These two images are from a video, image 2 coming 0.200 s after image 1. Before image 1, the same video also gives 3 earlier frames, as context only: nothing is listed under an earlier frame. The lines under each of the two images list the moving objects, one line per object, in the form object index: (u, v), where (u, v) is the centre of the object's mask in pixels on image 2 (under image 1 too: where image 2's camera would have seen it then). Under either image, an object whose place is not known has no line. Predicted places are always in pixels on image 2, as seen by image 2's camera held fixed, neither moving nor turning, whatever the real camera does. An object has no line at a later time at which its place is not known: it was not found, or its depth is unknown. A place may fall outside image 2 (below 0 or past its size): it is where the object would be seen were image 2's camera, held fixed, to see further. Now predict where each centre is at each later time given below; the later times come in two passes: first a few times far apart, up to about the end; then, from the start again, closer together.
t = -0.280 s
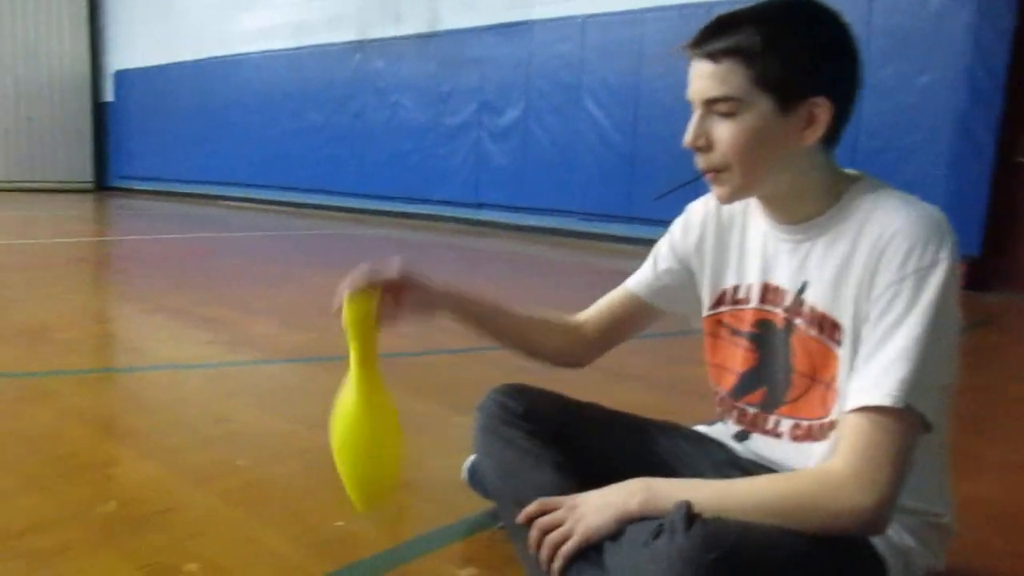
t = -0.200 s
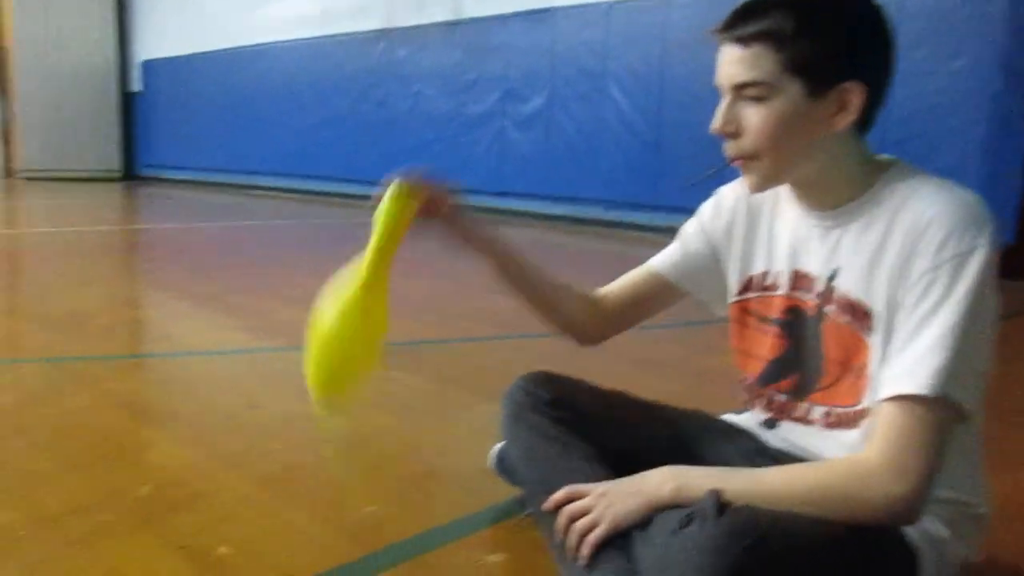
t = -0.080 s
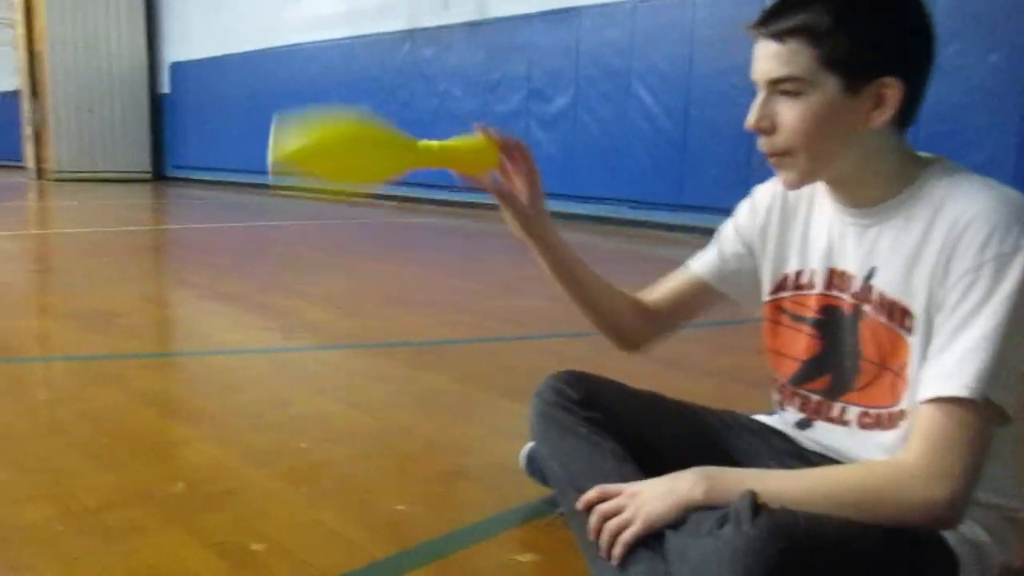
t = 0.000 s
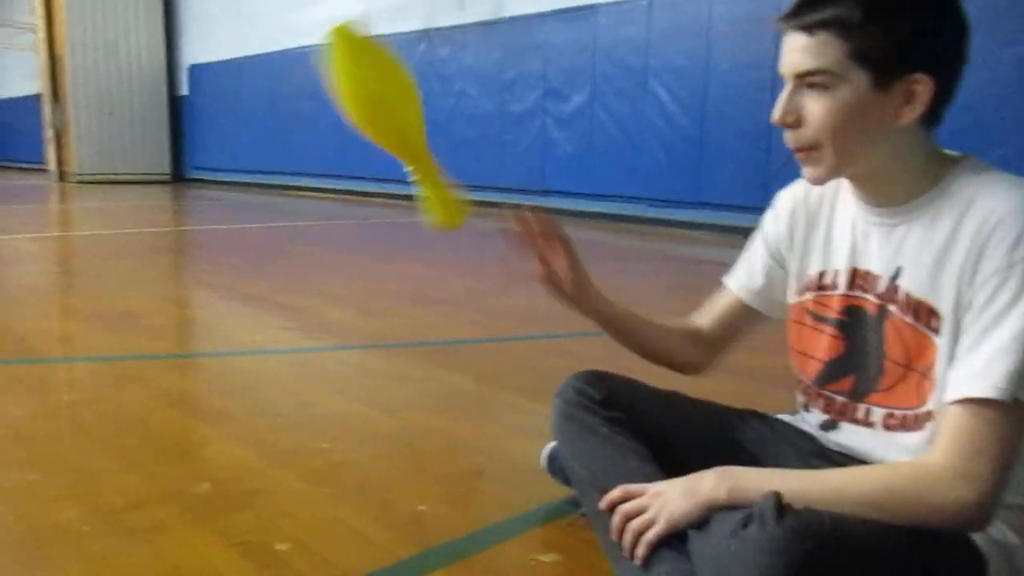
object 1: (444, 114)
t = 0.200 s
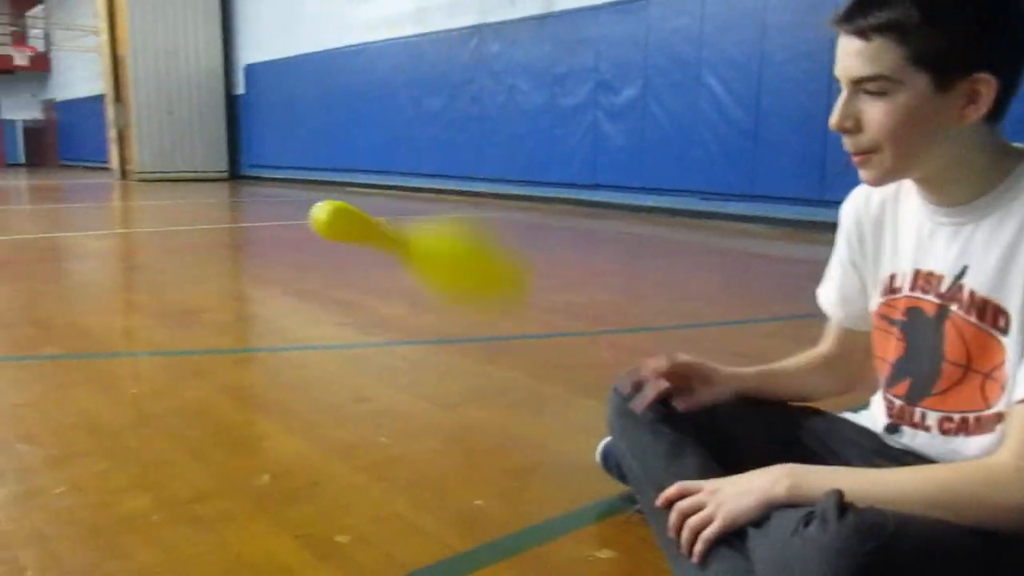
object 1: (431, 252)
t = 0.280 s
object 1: (424, 381)
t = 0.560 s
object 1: (469, 281)
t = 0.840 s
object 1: (504, 465)
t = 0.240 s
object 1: (427, 314)
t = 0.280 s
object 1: (424, 381)
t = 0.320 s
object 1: (423, 454)
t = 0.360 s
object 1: (424, 415)
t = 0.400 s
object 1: (426, 366)
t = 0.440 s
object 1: (432, 322)
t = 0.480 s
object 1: (443, 292)
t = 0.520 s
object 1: (456, 279)
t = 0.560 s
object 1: (469, 281)
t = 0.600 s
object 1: (480, 294)
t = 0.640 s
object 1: (489, 317)
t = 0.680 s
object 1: (497, 352)
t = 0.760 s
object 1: (501, 451)
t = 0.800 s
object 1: (503, 465)
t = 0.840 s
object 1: (504, 465)
